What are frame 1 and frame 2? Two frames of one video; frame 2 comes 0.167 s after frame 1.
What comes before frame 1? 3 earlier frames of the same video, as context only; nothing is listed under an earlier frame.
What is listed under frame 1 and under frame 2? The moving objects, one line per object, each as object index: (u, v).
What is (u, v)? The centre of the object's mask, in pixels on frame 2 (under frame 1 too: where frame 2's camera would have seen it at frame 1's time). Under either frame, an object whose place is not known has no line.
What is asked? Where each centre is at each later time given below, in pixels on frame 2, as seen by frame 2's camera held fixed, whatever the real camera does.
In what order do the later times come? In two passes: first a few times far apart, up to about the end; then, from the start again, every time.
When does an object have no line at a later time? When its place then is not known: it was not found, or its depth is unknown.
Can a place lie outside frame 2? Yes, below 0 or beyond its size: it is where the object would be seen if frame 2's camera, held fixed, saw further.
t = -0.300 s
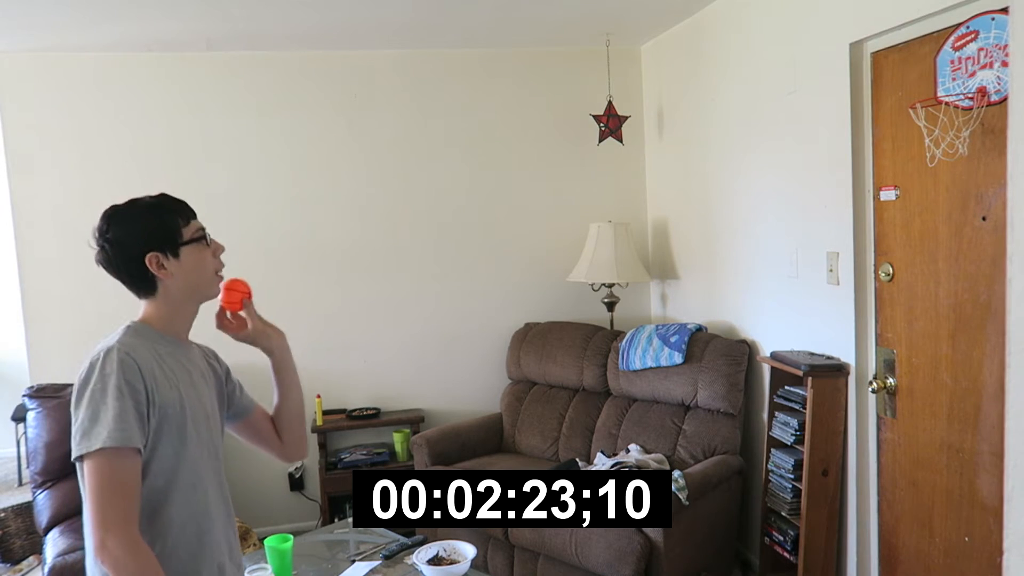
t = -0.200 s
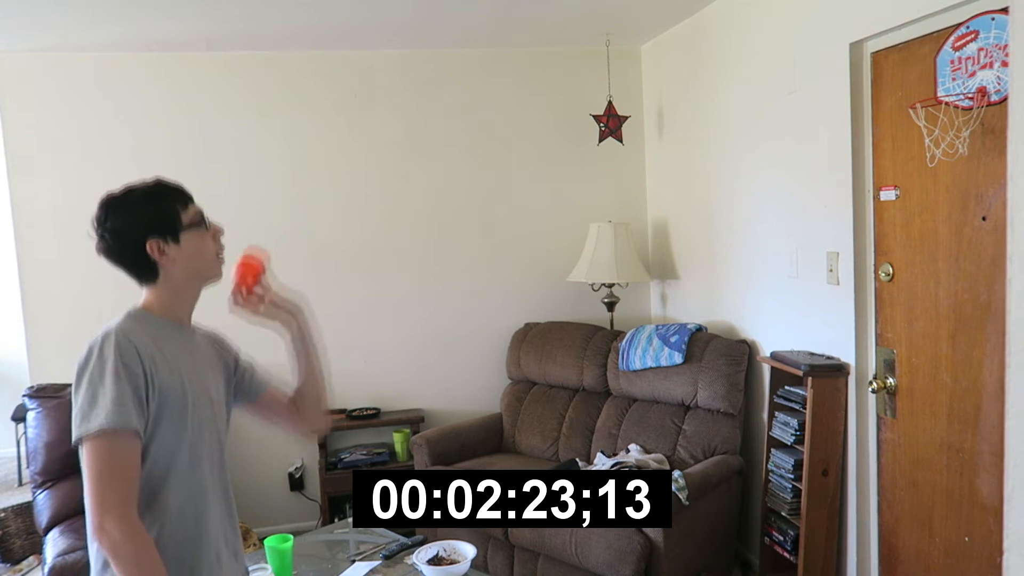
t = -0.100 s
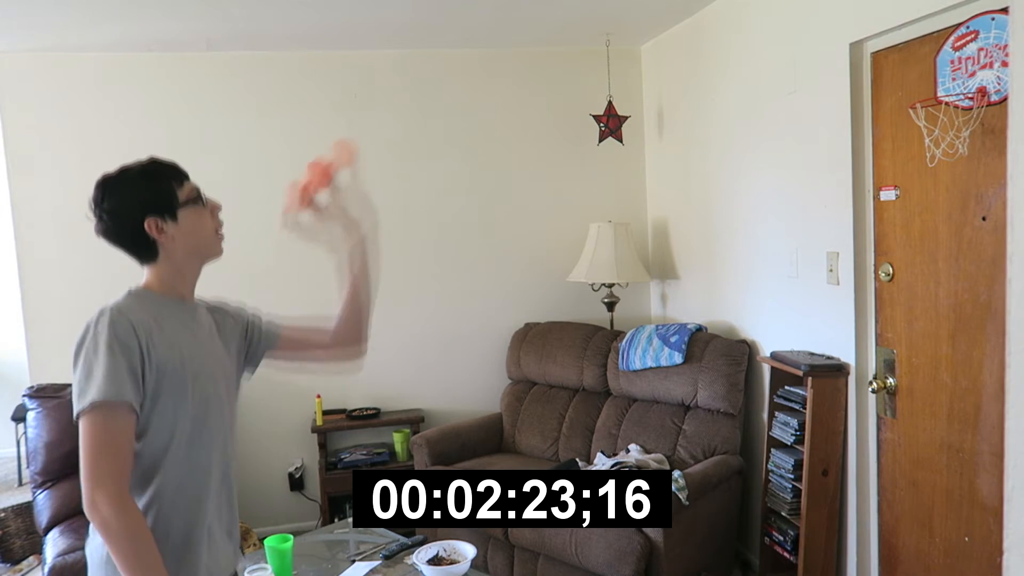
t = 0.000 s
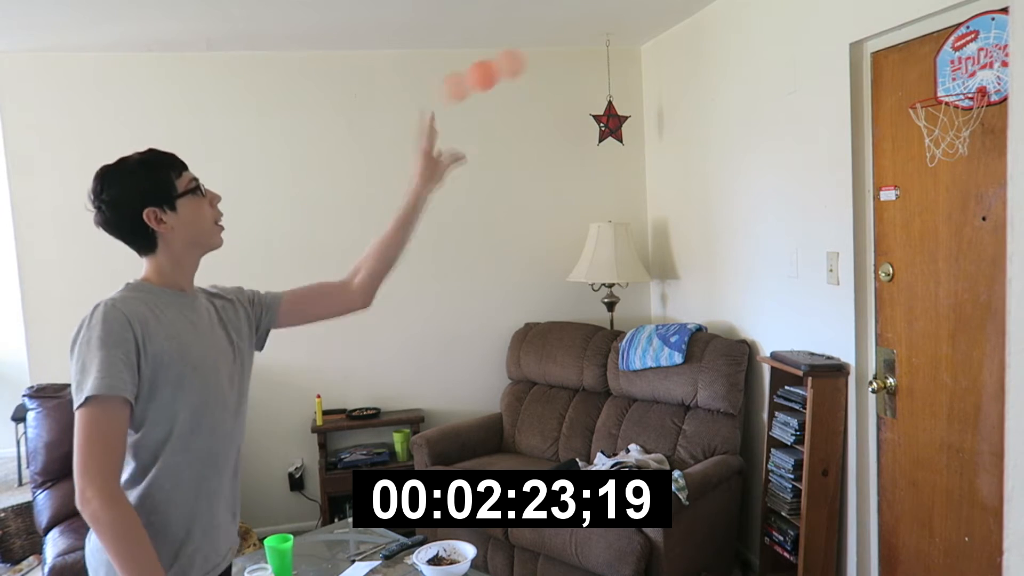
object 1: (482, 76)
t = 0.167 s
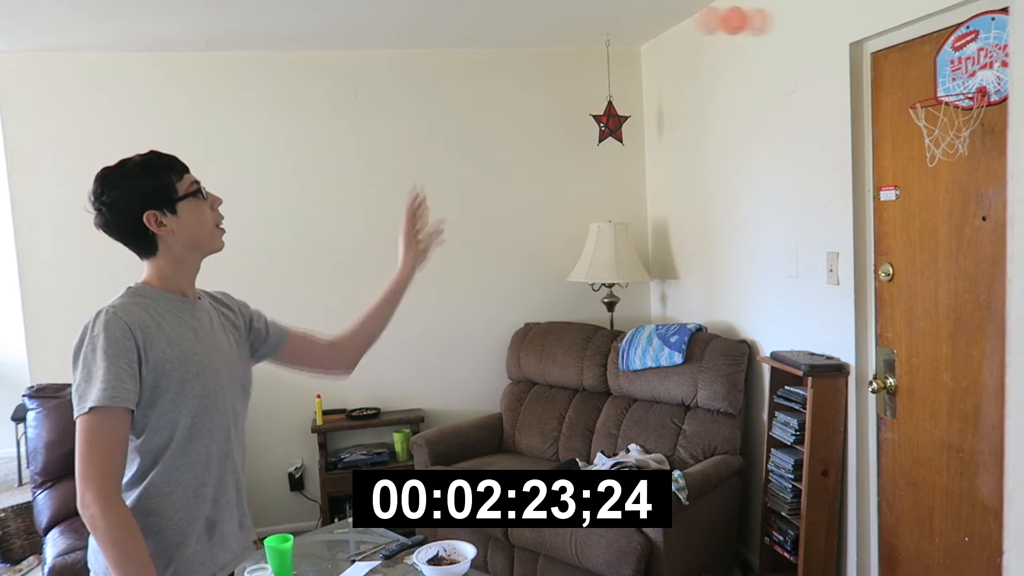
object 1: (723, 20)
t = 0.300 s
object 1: (903, 61)
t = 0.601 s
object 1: (928, 131)
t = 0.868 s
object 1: (929, 152)
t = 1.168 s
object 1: (911, 382)
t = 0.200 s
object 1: (770, 23)
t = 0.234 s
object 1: (812, 30)
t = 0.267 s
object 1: (856, 42)
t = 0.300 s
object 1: (903, 61)
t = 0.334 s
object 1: (937, 76)
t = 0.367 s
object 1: (963, 100)
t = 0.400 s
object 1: (944, 114)
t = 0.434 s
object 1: (930, 127)
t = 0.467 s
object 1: (915, 141)
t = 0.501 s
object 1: (911, 146)
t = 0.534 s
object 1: (914, 141)
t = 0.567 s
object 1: (920, 134)
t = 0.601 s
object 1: (928, 131)
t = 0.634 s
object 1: (933, 132)
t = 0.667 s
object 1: (938, 136)
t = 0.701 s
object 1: (941, 139)
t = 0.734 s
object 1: (941, 139)
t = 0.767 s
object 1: (939, 139)
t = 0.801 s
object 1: (935, 142)
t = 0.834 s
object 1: (932, 146)
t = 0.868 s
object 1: (929, 152)
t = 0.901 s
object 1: (928, 162)
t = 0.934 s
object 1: (926, 174)
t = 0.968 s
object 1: (923, 193)
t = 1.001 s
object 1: (922, 214)
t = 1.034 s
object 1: (921, 239)
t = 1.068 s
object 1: (920, 266)
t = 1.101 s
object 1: (916, 300)
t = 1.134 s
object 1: (914, 336)
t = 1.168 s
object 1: (911, 382)
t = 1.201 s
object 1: (909, 420)
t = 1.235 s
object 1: (906, 465)
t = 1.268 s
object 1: (904, 512)
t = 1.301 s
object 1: (902, 557)
